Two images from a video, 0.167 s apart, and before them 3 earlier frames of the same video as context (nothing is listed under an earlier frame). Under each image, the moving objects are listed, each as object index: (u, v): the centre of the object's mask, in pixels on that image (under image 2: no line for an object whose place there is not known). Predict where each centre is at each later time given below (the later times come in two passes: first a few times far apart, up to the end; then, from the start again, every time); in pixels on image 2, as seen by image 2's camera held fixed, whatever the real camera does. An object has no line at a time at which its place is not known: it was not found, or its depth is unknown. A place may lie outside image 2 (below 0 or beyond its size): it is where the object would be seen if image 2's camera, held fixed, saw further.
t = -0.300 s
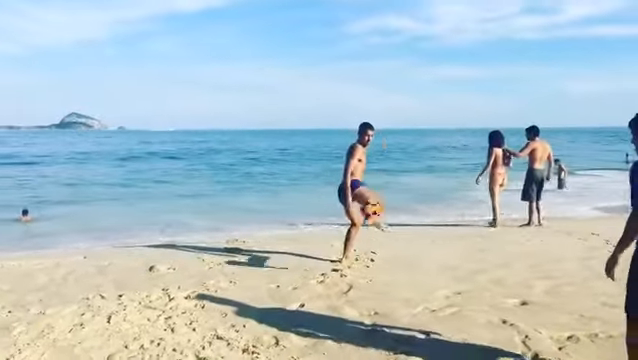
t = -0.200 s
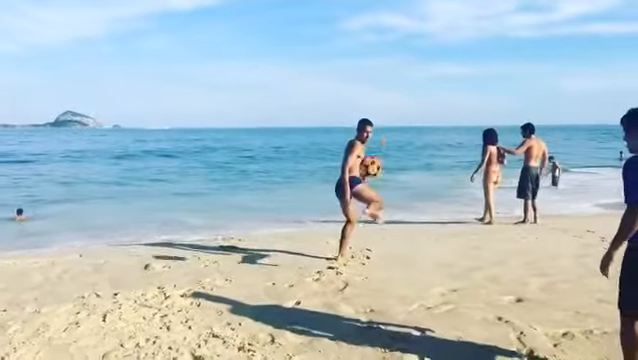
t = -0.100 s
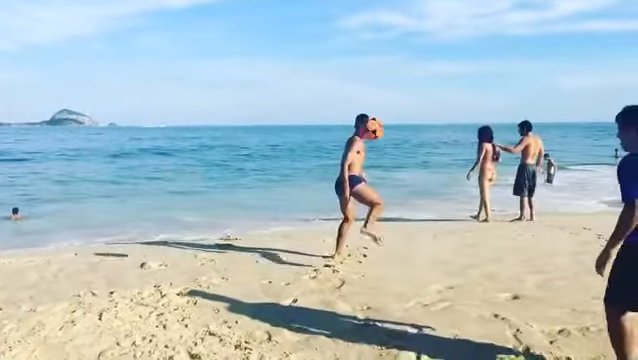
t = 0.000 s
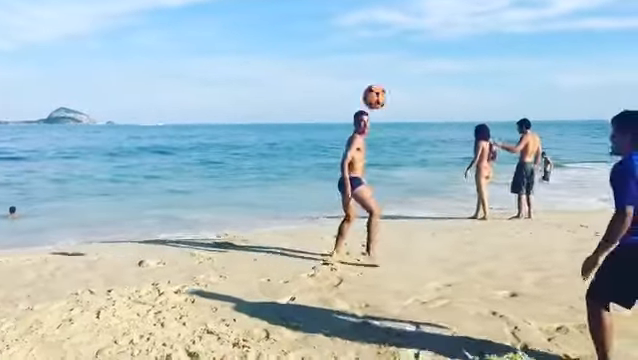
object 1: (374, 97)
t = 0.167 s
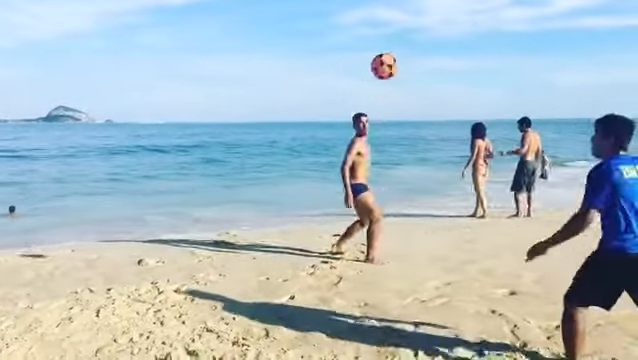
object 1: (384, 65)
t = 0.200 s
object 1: (386, 64)
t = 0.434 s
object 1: (405, 88)
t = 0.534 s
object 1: (415, 125)
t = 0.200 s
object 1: (386, 64)
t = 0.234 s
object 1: (388, 62)
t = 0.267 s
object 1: (391, 62)
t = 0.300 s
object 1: (394, 64)
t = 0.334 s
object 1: (397, 68)
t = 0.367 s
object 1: (400, 72)
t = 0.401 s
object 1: (402, 79)
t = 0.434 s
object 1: (405, 88)
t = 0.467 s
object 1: (408, 98)
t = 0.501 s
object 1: (411, 110)
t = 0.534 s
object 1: (415, 125)
